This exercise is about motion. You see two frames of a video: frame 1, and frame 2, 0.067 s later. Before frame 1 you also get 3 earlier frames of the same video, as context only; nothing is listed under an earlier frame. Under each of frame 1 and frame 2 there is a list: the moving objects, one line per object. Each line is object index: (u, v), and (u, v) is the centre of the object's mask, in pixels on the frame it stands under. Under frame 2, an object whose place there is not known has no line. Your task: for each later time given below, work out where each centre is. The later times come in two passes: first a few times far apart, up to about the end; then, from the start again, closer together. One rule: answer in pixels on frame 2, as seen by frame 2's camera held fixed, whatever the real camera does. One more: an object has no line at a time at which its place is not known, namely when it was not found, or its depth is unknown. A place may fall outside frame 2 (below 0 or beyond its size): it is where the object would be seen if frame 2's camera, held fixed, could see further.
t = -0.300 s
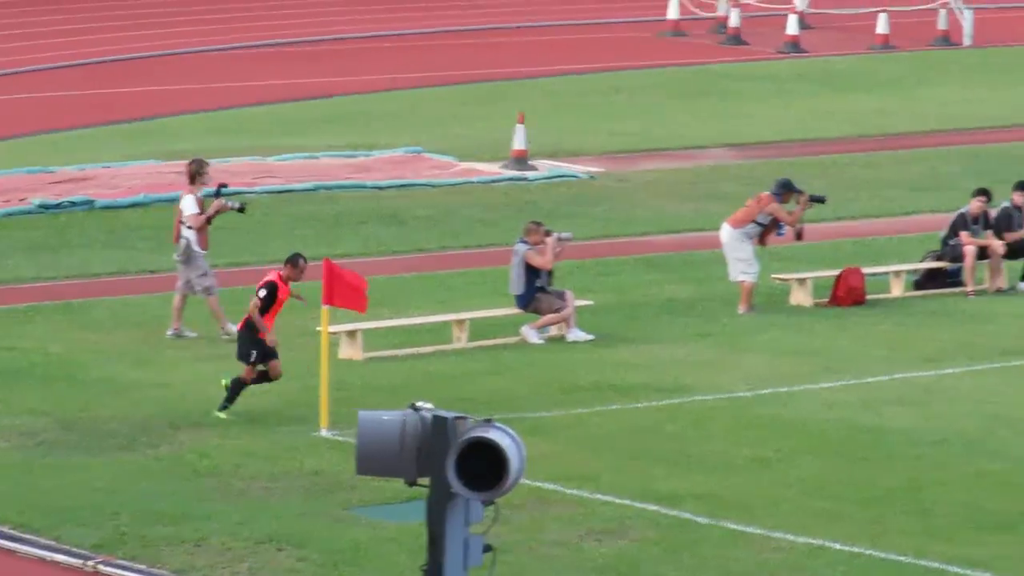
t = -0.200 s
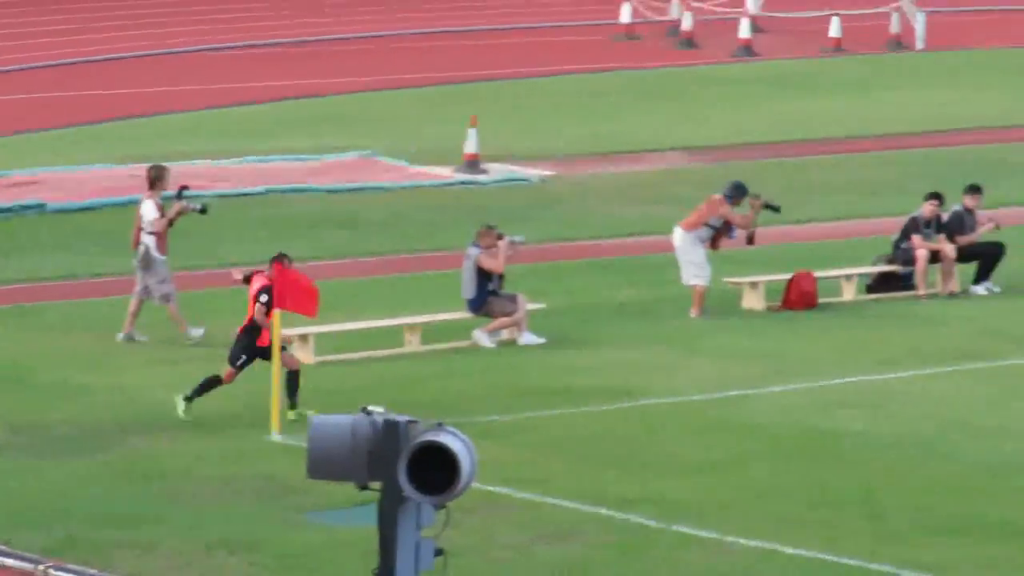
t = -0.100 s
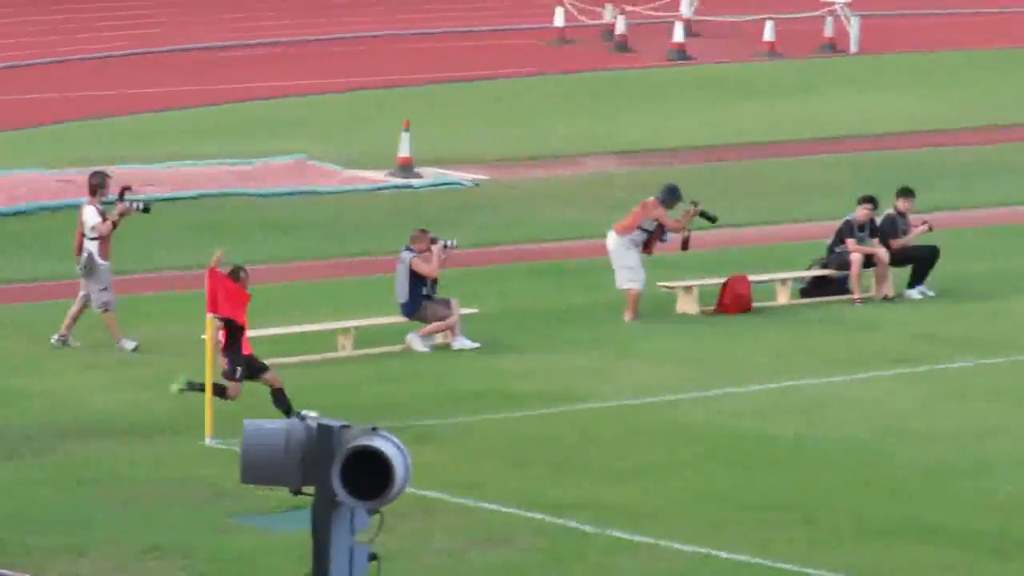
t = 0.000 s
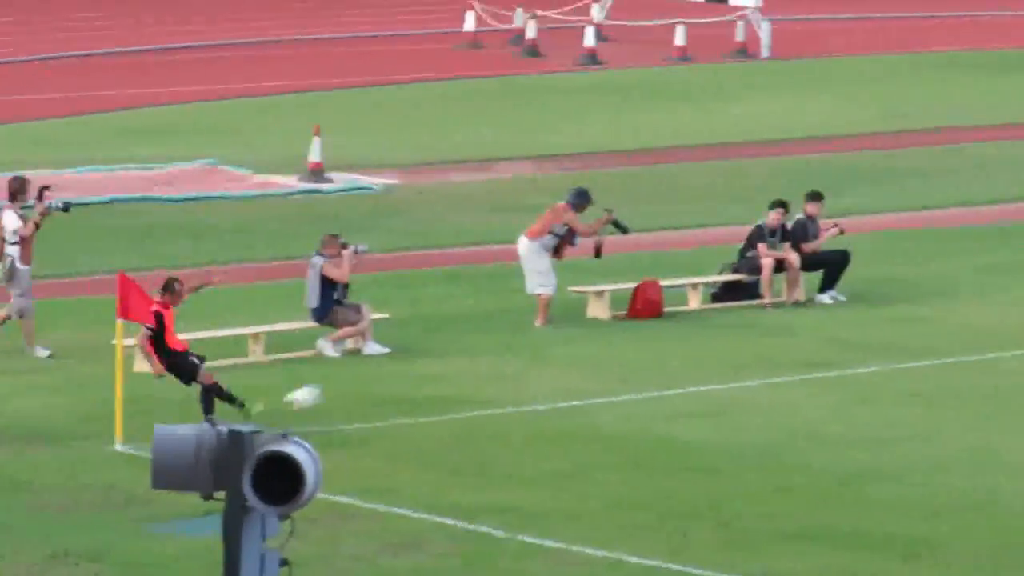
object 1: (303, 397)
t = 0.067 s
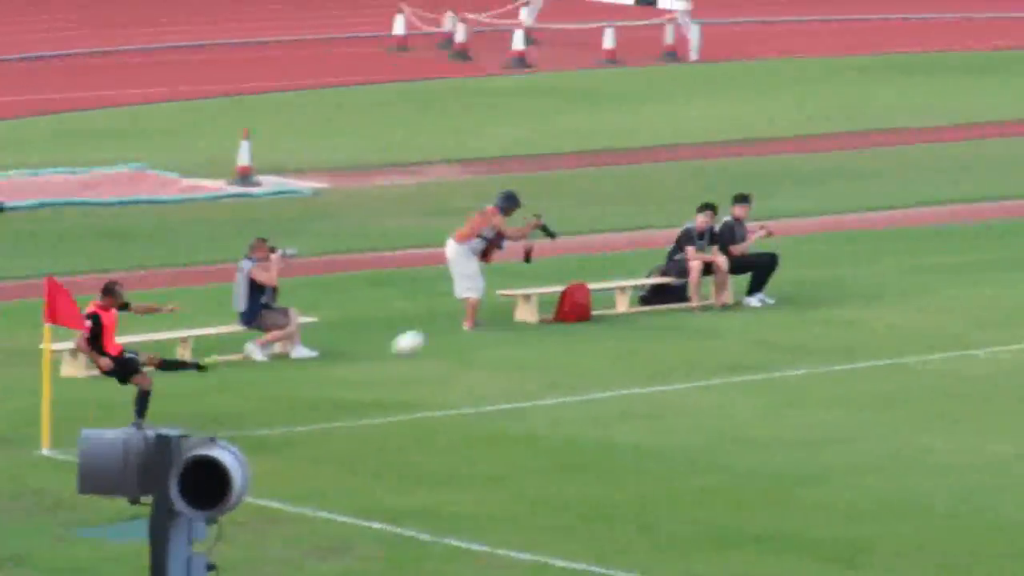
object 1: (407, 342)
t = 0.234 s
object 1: (813, 212)
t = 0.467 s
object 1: (1326, 63)
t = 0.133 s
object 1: (574, 288)
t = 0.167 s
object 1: (656, 262)
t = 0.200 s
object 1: (734, 236)
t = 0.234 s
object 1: (813, 212)
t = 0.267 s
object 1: (889, 189)
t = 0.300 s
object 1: (963, 166)
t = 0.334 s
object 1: (1038, 144)
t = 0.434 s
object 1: (1255, 81)
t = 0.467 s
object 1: (1326, 63)
